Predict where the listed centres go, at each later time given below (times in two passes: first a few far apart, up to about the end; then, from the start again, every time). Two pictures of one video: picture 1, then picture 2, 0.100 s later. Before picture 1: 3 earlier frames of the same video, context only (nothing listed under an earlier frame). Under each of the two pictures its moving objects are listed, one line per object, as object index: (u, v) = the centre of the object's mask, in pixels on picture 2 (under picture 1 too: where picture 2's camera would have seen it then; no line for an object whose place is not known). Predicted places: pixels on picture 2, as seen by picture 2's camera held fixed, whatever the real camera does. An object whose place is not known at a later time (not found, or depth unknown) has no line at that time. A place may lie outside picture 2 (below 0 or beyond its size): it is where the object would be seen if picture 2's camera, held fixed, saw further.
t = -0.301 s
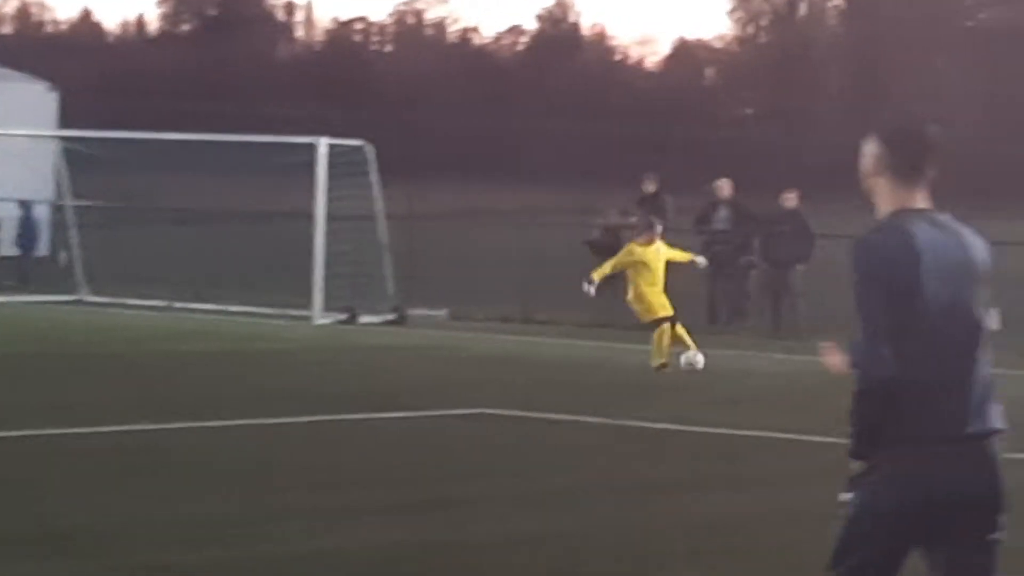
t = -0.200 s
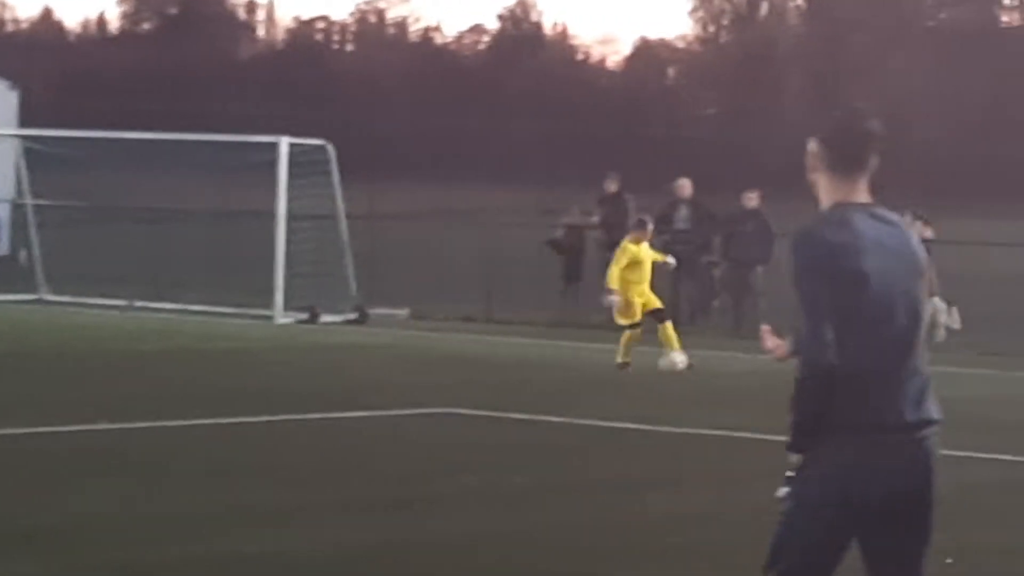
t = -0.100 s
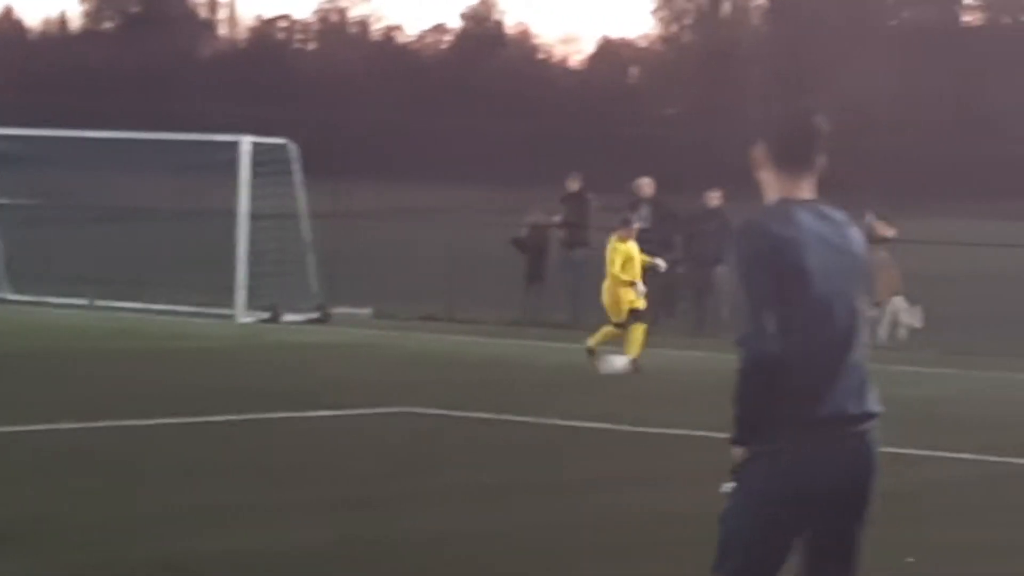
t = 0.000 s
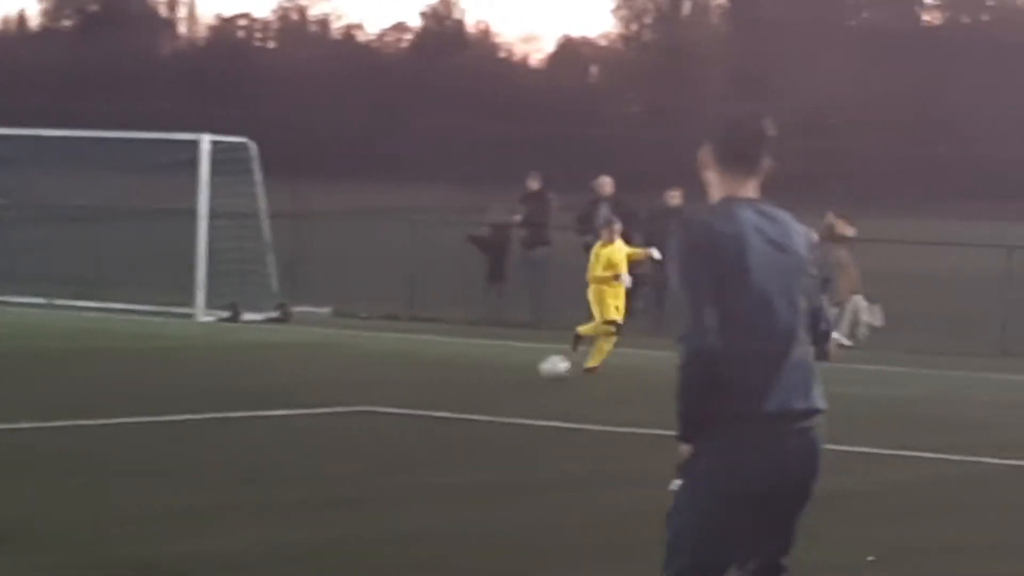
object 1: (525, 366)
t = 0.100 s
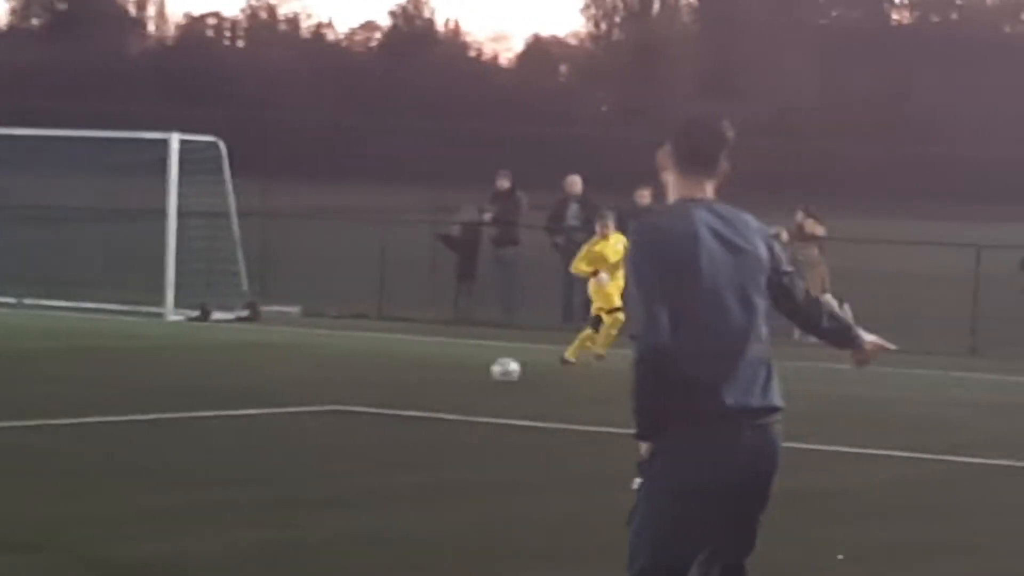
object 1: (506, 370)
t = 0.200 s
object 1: (489, 373)
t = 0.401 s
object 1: (460, 381)
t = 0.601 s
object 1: (437, 388)
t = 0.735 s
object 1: (427, 391)
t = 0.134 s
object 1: (500, 370)
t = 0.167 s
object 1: (494, 371)
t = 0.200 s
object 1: (489, 373)
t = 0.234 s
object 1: (484, 373)
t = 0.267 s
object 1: (479, 375)
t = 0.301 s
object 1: (473, 376)
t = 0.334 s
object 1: (469, 378)
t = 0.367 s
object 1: (463, 381)
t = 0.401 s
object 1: (460, 381)
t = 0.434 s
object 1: (457, 382)
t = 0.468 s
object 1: (453, 383)
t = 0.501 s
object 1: (448, 384)
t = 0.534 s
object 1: (444, 386)
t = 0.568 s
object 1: (441, 387)
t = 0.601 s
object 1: (437, 388)
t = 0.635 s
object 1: (436, 388)
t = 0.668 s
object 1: (433, 389)
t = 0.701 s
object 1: (430, 390)
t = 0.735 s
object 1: (427, 391)
